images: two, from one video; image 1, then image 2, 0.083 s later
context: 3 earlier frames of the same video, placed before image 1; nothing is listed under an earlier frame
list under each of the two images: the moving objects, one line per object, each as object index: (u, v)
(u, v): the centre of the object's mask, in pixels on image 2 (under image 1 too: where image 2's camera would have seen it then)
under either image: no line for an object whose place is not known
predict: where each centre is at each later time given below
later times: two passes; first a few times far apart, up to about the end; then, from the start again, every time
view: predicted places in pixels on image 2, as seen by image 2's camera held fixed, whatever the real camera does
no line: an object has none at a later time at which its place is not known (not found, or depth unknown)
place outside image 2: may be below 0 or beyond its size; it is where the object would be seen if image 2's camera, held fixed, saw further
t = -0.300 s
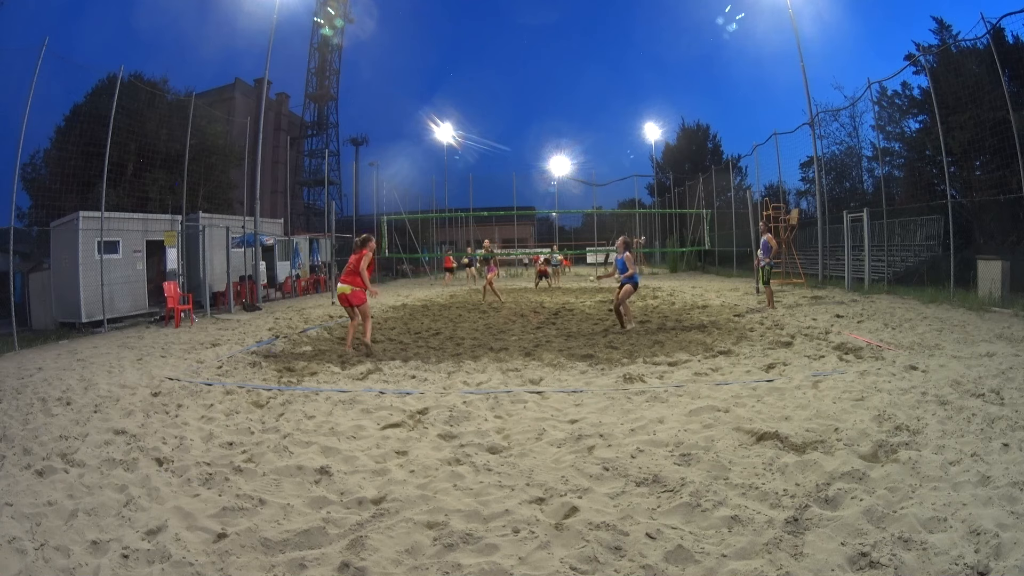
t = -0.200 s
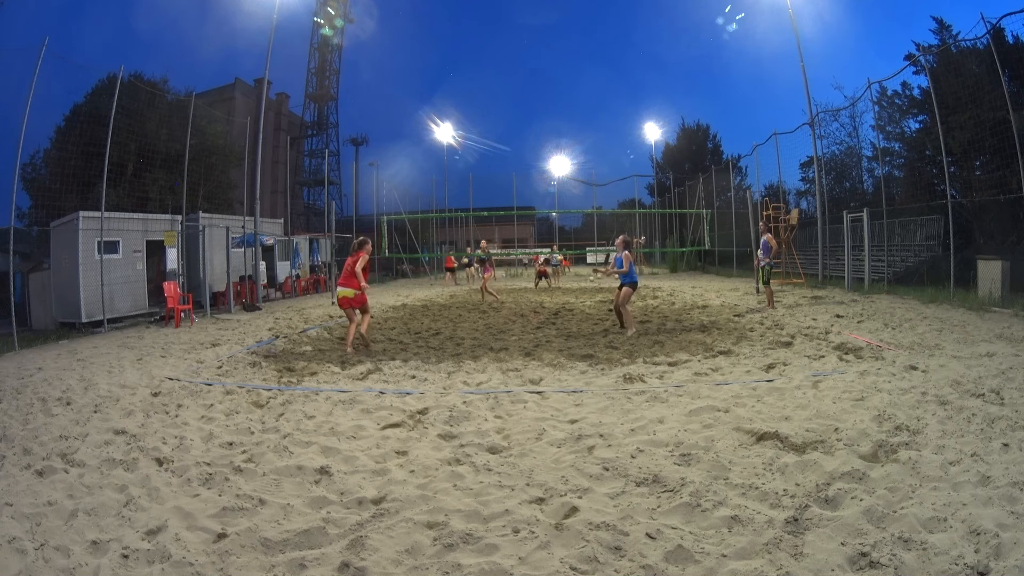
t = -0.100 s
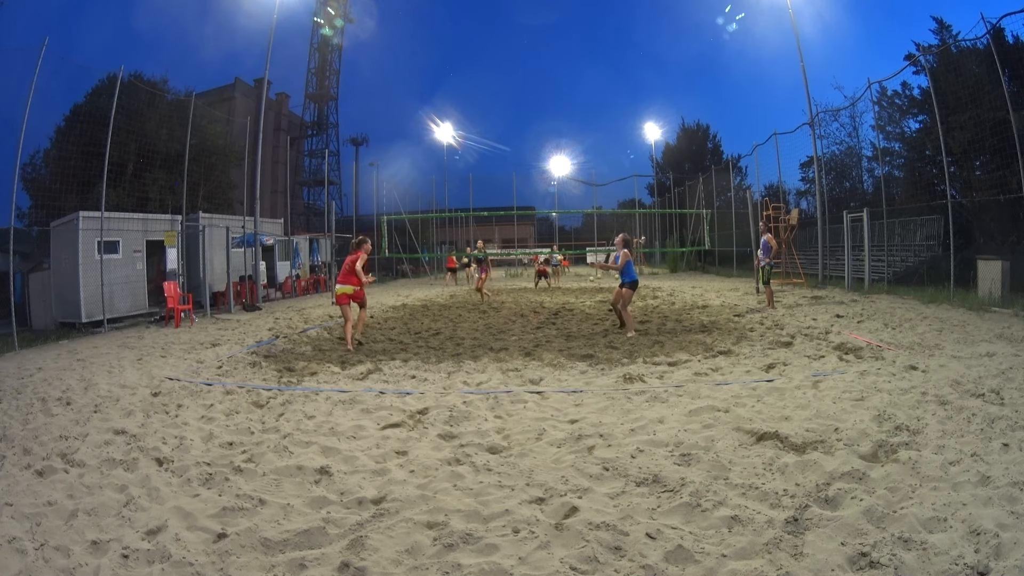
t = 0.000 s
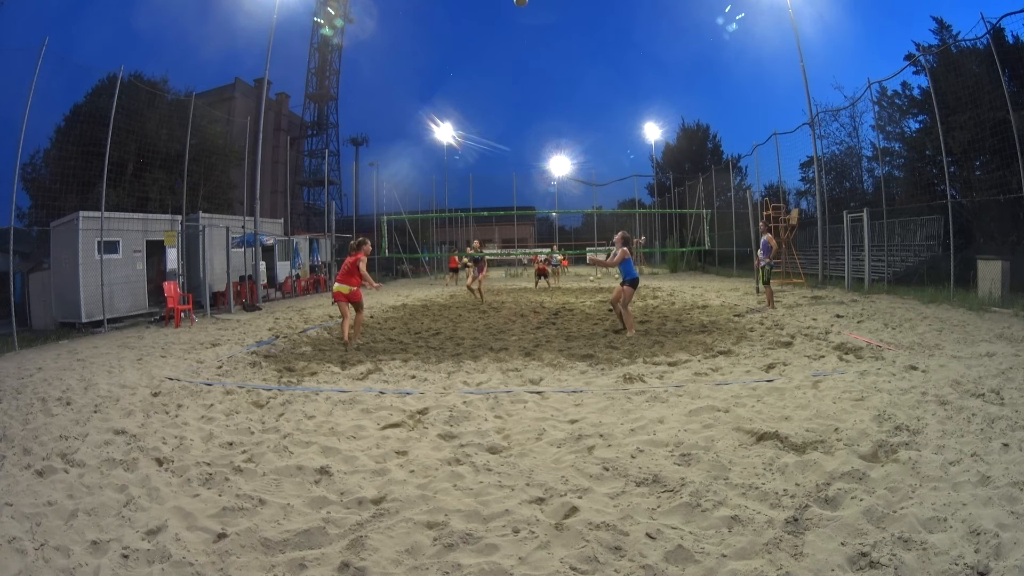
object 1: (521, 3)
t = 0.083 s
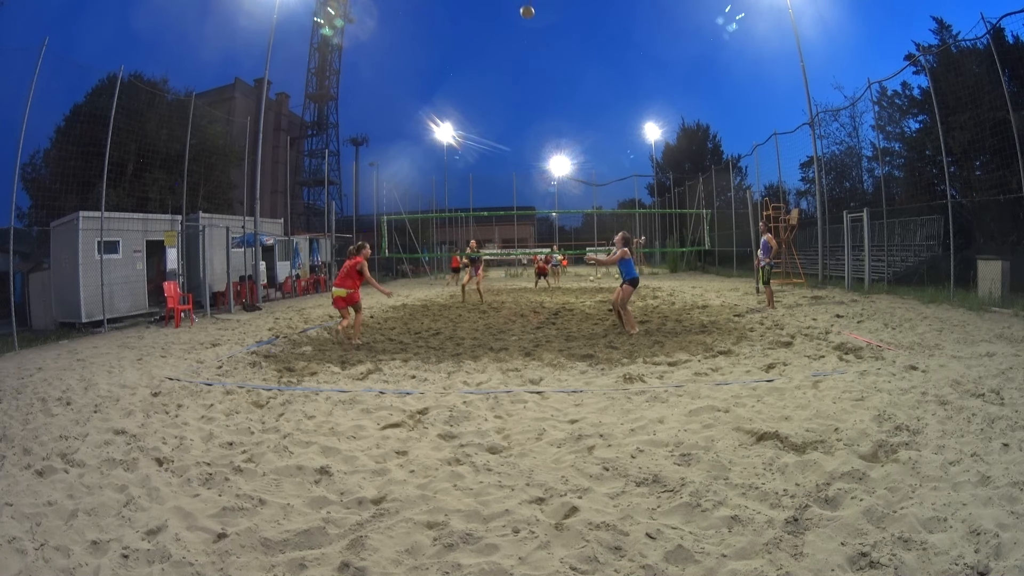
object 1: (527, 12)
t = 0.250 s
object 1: (540, 46)
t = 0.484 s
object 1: (560, 120)
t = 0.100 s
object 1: (528, 15)
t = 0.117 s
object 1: (530, 17)
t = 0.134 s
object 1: (531, 20)
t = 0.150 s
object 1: (532, 23)
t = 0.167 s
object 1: (534, 27)
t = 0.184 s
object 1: (535, 31)
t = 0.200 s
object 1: (536, 34)
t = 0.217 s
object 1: (537, 38)
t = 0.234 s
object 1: (539, 42)
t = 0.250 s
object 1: (540, 46)
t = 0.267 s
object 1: (542, 50)
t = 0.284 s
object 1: (543, 54)
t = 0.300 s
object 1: (544, 59)
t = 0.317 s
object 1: (546, 63)
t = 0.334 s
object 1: (547, 68)
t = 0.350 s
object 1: (548, 73)
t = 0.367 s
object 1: (550, 79)
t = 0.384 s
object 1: (551, 84)
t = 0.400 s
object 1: (553, 90)
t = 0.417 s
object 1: (554, 95)
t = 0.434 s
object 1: (556, 101)
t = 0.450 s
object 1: (557, 108)
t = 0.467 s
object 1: (559, 114)
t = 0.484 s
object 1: (560, 120)
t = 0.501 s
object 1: (561, 127)
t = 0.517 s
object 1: (563, 134)
